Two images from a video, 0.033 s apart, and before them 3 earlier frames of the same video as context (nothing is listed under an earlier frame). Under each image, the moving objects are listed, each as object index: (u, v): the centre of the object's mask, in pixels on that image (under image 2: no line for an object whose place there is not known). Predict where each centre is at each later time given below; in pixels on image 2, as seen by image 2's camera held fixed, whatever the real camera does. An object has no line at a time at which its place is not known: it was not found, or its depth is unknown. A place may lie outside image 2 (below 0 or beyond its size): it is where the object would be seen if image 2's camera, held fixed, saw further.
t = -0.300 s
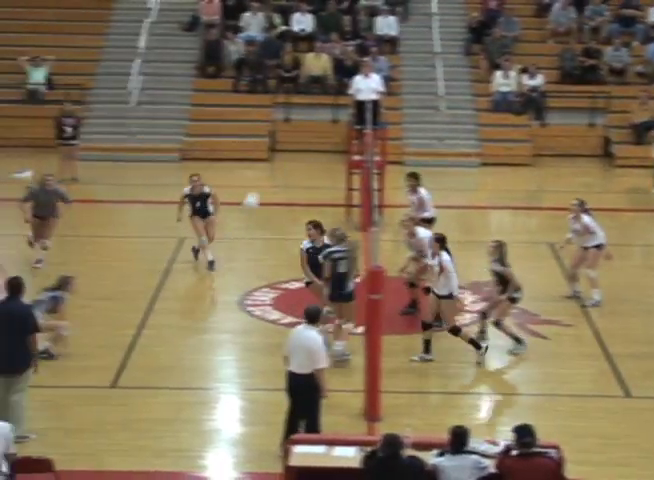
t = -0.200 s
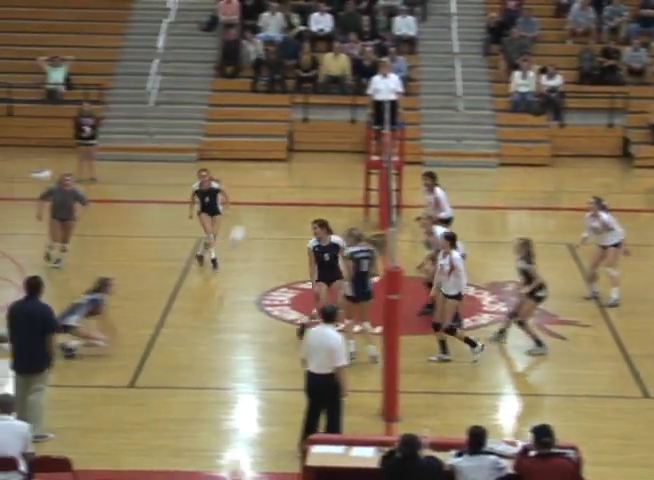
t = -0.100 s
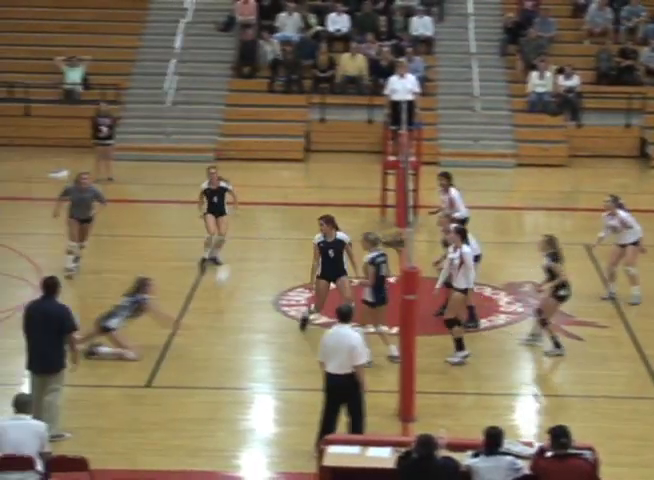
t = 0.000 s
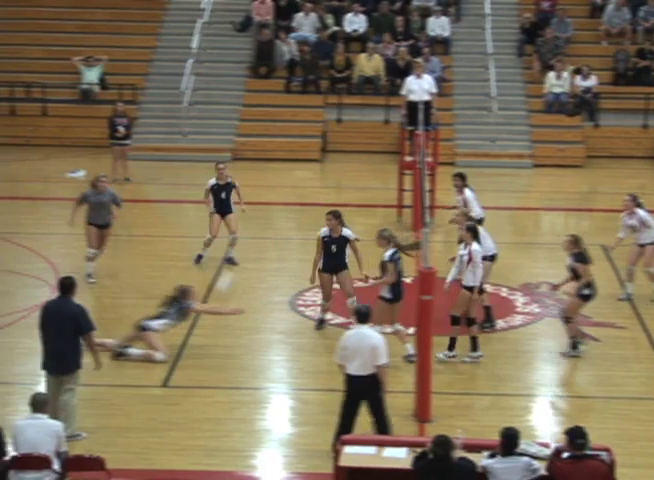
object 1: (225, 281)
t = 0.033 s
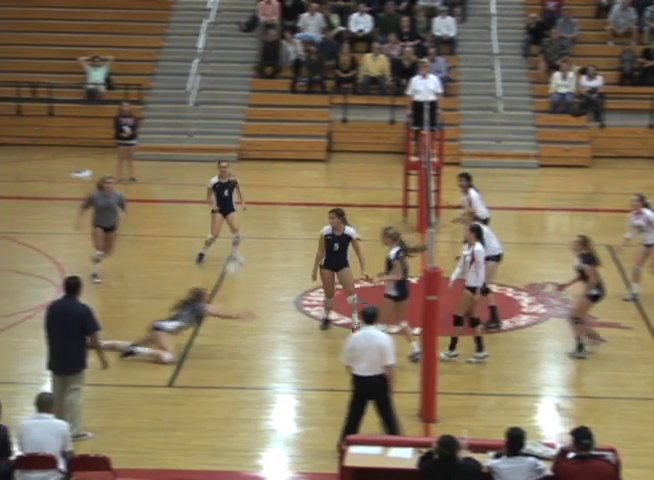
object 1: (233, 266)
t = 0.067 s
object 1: (239, 249)
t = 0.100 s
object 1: (244, 234)
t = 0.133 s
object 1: (248, 220)
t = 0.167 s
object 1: (252, 207)
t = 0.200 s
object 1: (257, 195)
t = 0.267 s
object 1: (267, 173)
